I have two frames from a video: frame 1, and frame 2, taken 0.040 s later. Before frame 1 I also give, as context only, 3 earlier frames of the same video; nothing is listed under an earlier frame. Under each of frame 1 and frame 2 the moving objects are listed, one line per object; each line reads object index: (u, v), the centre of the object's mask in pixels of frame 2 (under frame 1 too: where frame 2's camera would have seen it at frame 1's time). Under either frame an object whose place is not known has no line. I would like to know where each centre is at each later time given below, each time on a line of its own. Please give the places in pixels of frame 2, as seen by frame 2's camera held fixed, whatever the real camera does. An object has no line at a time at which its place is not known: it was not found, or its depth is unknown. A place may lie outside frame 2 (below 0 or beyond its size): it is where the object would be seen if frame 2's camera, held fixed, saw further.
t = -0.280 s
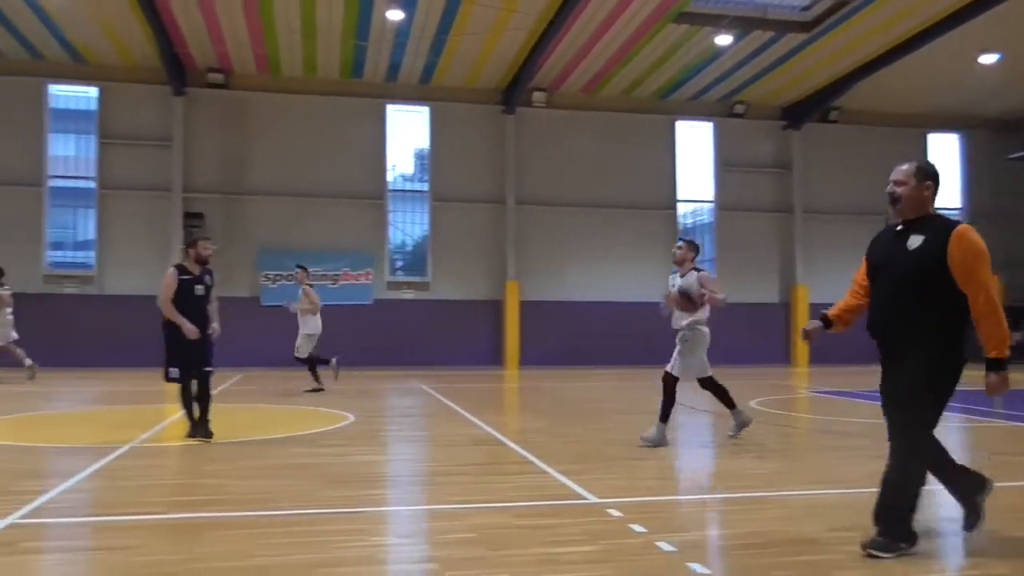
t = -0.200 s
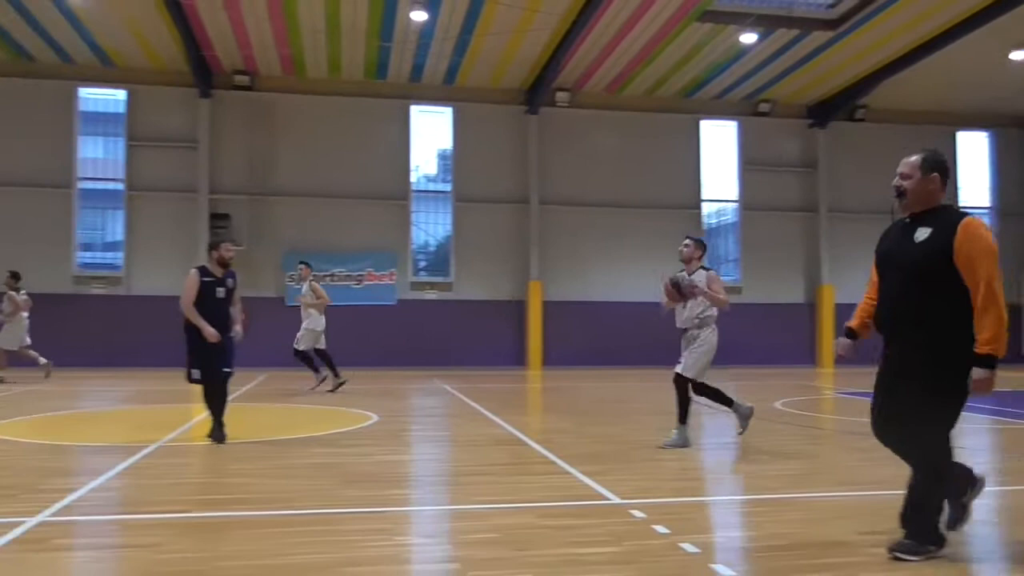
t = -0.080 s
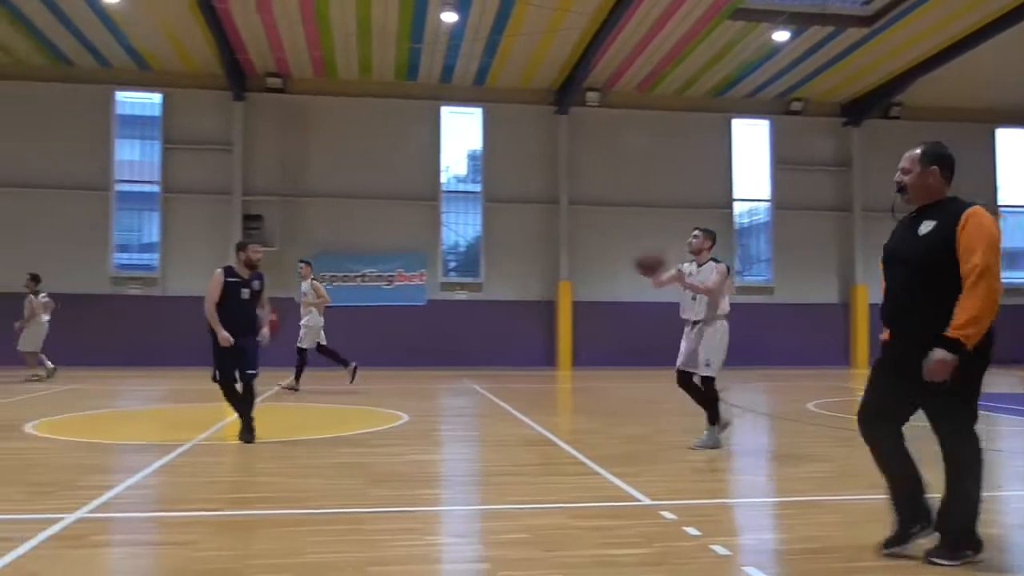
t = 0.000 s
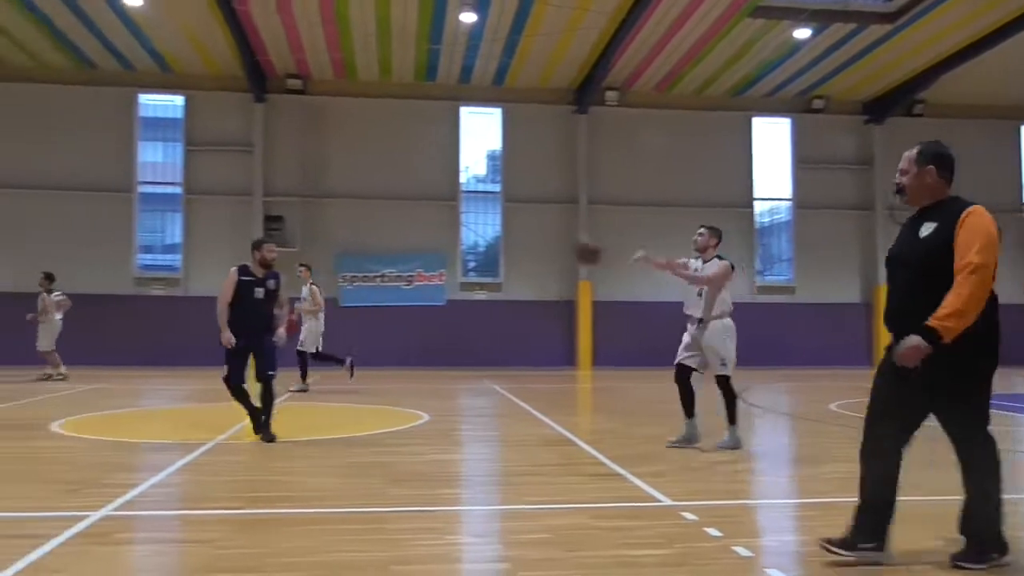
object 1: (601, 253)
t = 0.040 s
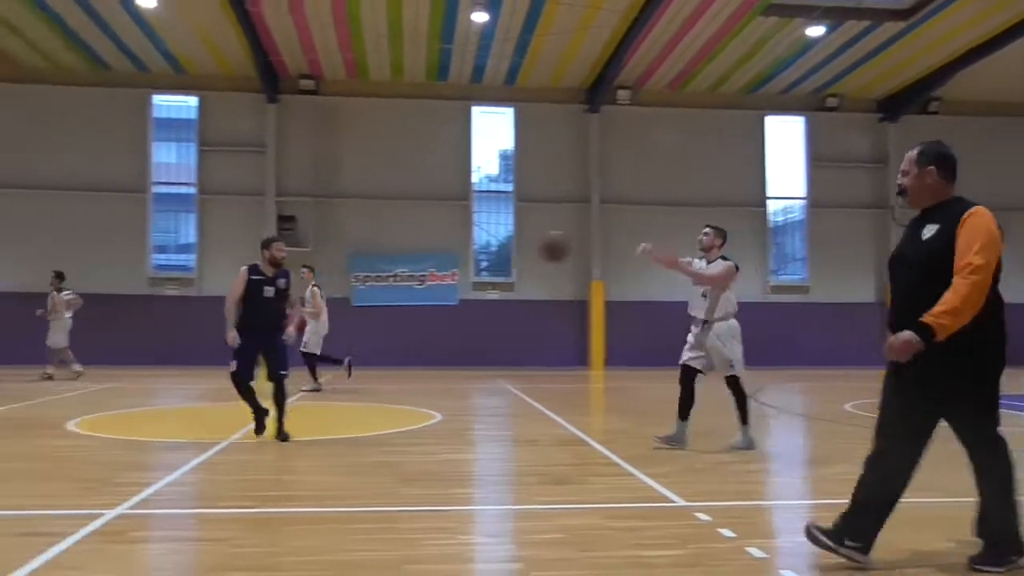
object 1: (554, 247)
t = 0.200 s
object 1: (371, 258)
